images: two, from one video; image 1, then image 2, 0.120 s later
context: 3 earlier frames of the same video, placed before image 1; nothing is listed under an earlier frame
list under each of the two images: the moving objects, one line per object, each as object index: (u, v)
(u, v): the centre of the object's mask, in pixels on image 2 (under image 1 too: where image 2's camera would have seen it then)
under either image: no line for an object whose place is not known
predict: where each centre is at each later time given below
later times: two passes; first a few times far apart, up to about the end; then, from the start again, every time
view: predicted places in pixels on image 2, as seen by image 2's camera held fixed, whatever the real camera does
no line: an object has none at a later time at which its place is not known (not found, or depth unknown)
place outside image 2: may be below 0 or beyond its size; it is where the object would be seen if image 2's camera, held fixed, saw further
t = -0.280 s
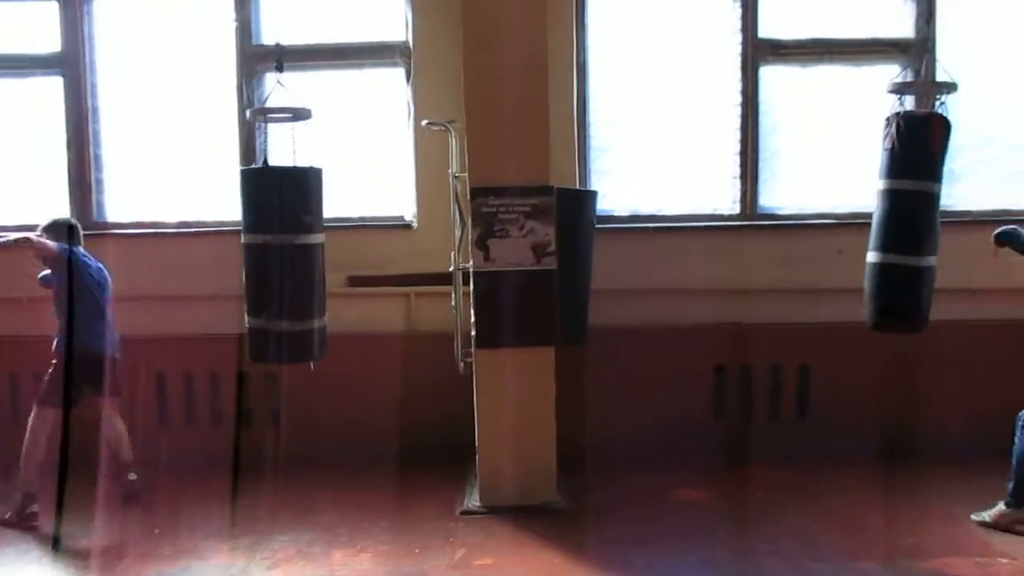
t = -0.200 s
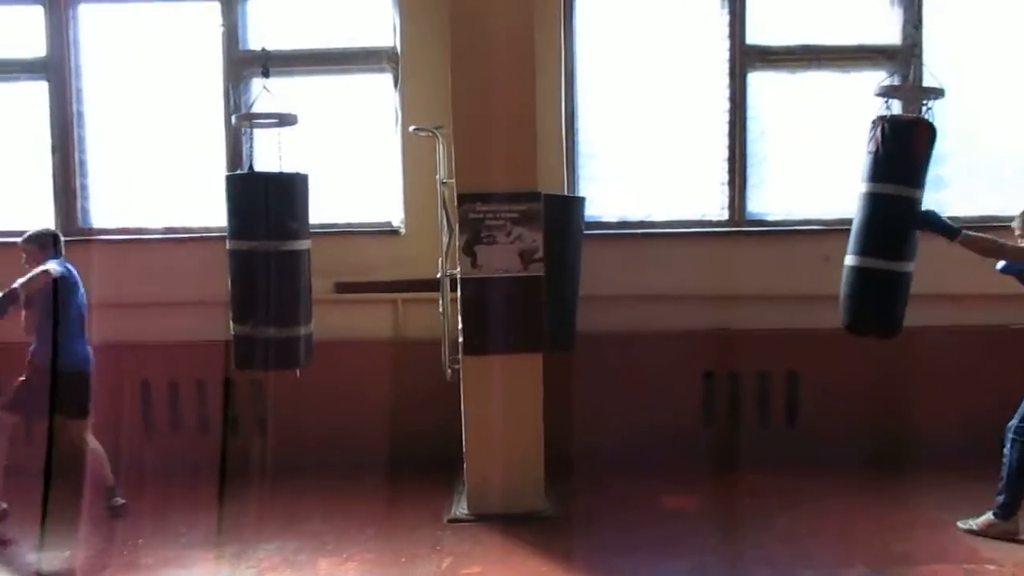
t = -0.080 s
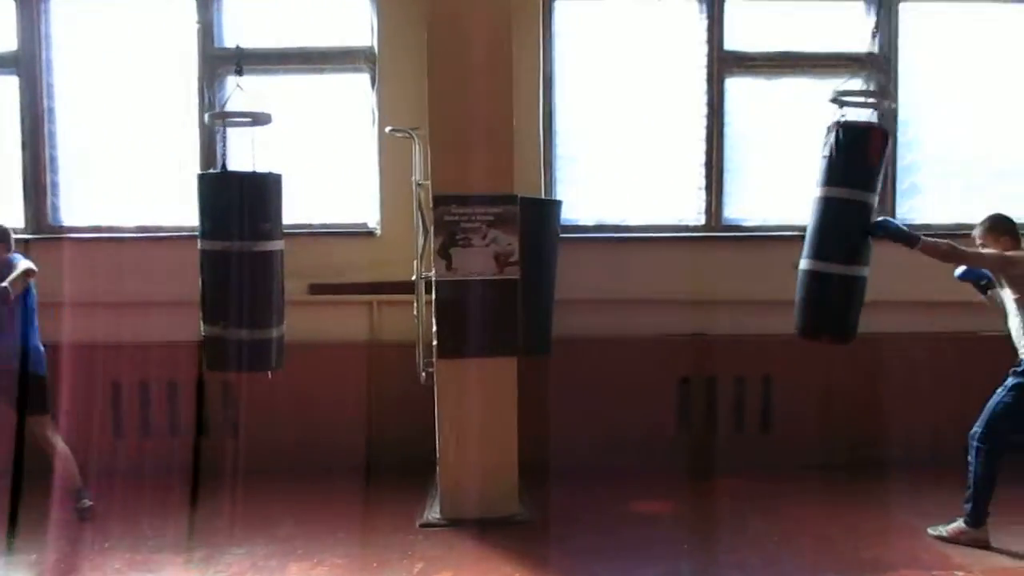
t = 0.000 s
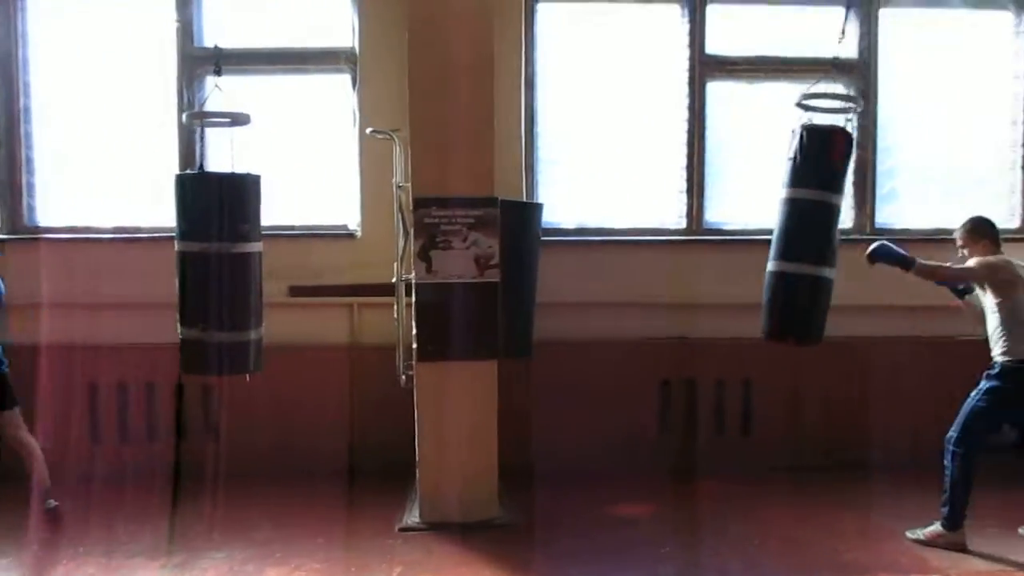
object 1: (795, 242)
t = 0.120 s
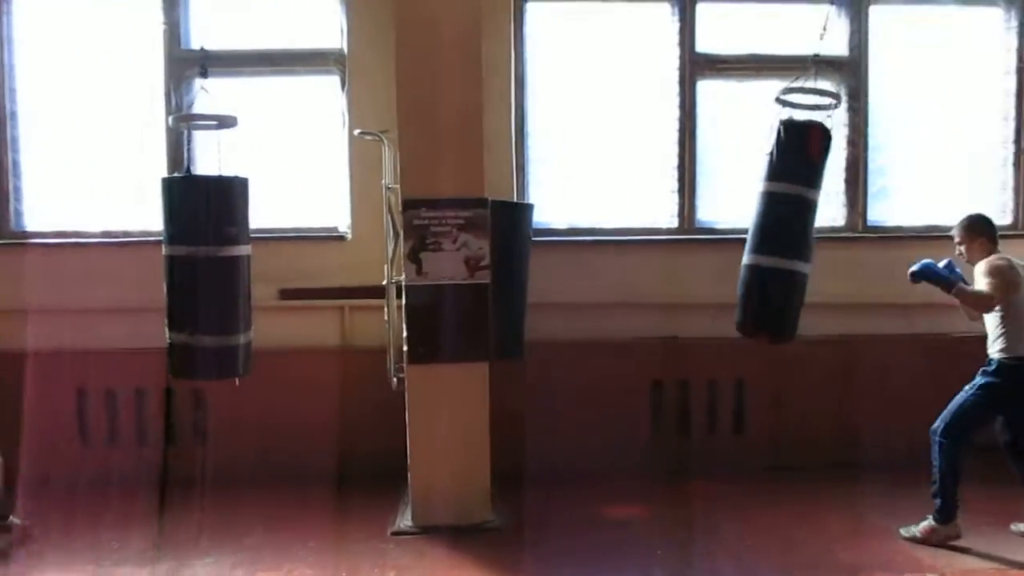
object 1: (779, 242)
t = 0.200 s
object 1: (771, 241)
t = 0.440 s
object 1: (766, 240)
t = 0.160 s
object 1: (775, 242)
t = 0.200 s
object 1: (771, 241)
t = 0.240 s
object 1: (768, 241)
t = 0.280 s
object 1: (766, 240)
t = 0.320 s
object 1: (765, 239)
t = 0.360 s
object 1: (765, 238)
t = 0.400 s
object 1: (765, 240)
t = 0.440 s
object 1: (766, 240)
